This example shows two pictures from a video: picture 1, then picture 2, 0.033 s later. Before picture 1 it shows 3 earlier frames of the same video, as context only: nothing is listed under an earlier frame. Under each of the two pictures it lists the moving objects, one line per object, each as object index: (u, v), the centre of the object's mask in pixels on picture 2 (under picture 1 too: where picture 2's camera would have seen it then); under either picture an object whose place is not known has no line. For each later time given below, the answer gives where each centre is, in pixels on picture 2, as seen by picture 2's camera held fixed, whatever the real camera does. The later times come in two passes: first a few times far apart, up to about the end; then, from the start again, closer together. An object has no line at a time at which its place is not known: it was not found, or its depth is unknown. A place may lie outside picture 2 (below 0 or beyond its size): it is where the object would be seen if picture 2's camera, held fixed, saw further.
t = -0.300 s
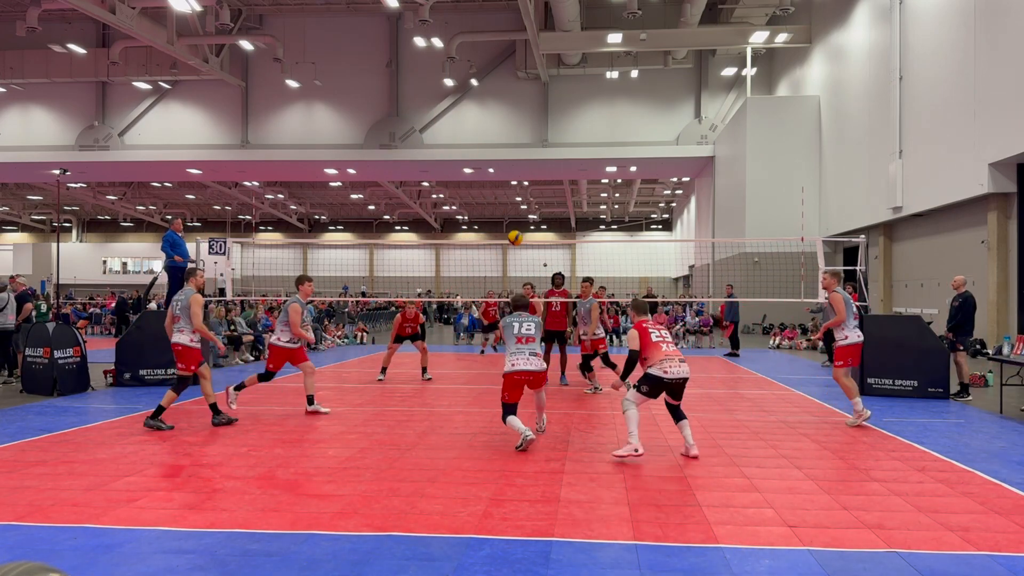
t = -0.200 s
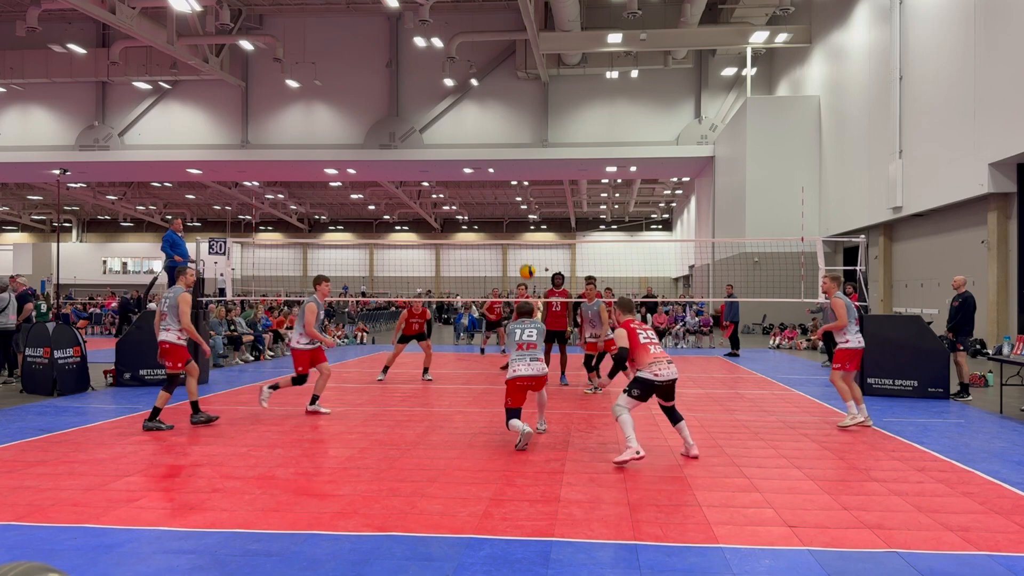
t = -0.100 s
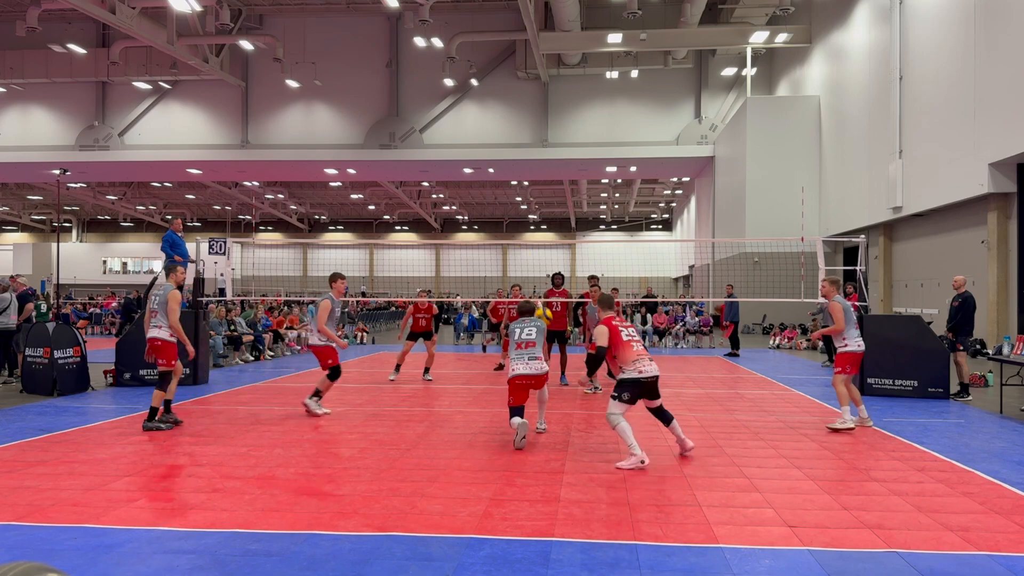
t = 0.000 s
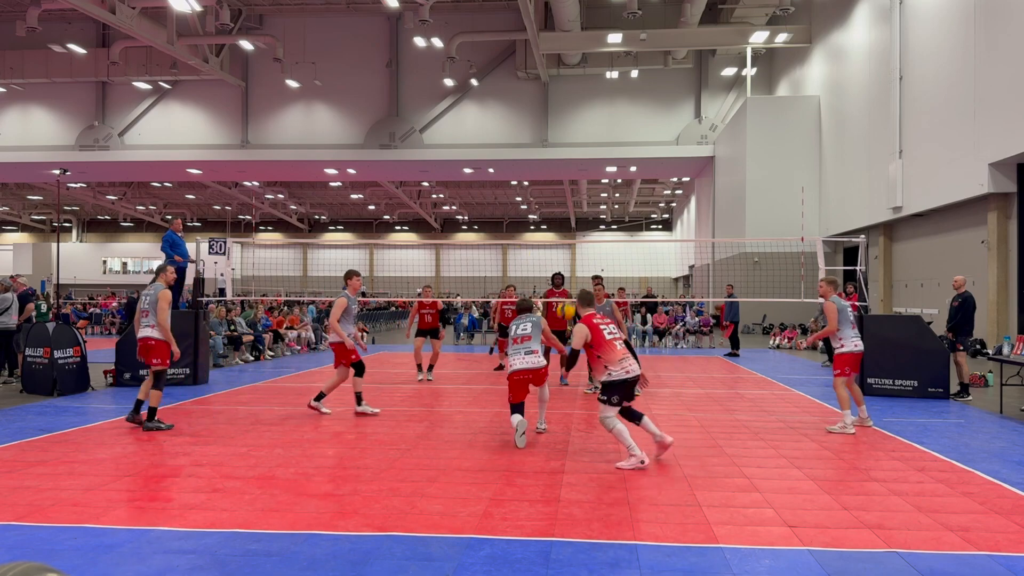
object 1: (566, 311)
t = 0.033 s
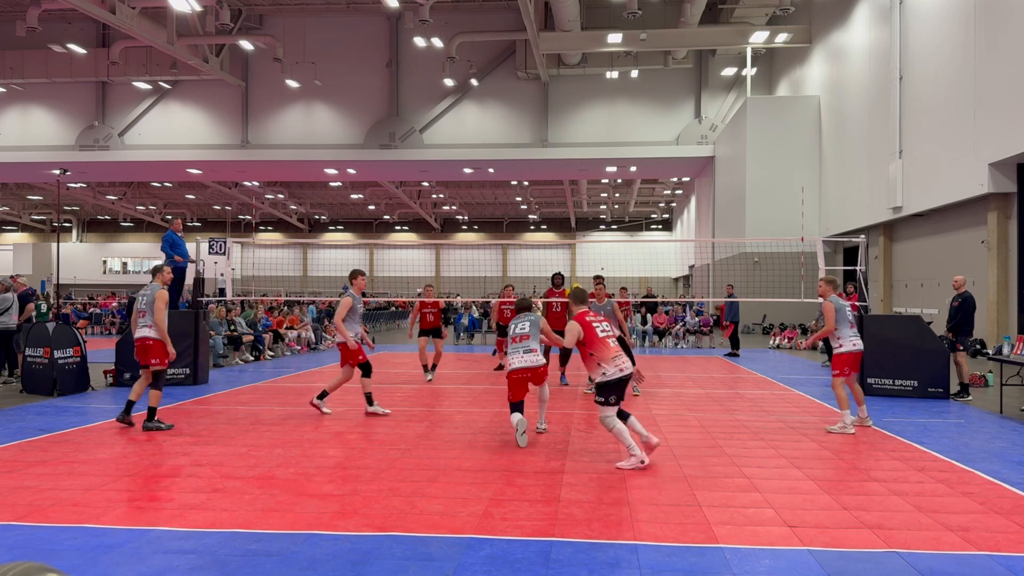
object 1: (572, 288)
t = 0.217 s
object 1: (618, 218)
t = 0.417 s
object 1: (659, 173)
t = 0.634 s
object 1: (700, 161)
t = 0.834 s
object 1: (733, 178)
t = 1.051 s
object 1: (764, 224)
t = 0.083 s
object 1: (587, 269)
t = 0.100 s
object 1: (590, 262)
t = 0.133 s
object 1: (598, 248)
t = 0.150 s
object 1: (602, 241)
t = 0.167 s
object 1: (606, 234)
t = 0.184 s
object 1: (610, 229)
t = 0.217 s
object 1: (618, 218)
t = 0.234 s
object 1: (621, 213)
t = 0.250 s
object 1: (625, 208)
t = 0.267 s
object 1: (628, 203)
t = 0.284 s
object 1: (631, 199)
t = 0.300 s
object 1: (635, 195)
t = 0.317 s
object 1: (639, 191)
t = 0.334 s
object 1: (643, 187)
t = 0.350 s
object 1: (646, 184)
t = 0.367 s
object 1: (649, 181)
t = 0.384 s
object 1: (653, 178)
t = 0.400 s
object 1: (656, 175)
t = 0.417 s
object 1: (659, 173)
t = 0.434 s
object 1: (663, 171)
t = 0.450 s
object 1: (666, 169)
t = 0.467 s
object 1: (669, 167)
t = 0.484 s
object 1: (672, 165)
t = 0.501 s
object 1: (675, 164)
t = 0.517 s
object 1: (678, 163)
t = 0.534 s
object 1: (681, 162)
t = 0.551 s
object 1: (684, 161)
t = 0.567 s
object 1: (687, 161)
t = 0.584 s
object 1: (691, 161)
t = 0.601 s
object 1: (693, 160)
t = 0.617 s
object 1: (696, 160)
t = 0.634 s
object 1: (700, 161)
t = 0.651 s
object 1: (702, 160)
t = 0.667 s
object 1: (705, 161)
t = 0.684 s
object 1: (708, 162)
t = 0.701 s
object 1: (711, 163)
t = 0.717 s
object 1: (714, 164)
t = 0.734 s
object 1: (716, 165)
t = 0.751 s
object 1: (719, 167)
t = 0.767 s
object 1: (722, 169)
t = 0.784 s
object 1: (724, 171)
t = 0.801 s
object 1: (727, 173)
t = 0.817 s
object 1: (730, 175)
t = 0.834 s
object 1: (733, 178)
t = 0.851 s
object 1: (735, 180)
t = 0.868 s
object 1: (738, 183)
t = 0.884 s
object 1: (740, 186)
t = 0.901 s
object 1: (742, 189)
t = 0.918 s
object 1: (745, 192)
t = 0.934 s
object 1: (748, 196)
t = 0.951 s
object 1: (750, 199)
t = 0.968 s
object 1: (752, 203)
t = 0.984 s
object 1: (755, 207)
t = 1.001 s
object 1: (757, 211)
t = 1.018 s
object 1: (760, 215)
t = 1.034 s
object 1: (762, 219)
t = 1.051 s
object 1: (764, 224)
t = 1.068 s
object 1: (767, 229)
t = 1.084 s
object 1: (769, 233)
